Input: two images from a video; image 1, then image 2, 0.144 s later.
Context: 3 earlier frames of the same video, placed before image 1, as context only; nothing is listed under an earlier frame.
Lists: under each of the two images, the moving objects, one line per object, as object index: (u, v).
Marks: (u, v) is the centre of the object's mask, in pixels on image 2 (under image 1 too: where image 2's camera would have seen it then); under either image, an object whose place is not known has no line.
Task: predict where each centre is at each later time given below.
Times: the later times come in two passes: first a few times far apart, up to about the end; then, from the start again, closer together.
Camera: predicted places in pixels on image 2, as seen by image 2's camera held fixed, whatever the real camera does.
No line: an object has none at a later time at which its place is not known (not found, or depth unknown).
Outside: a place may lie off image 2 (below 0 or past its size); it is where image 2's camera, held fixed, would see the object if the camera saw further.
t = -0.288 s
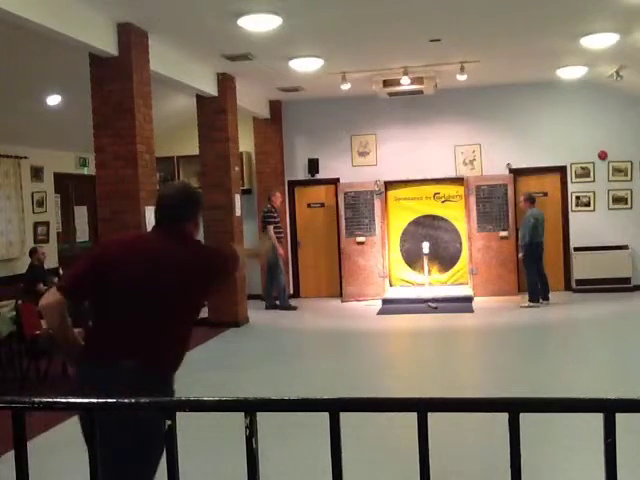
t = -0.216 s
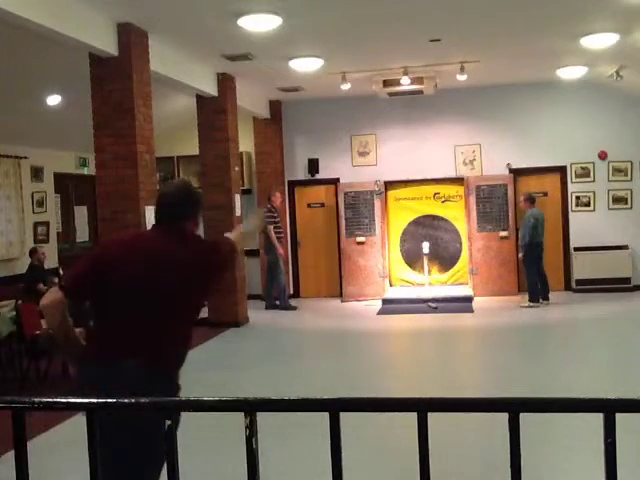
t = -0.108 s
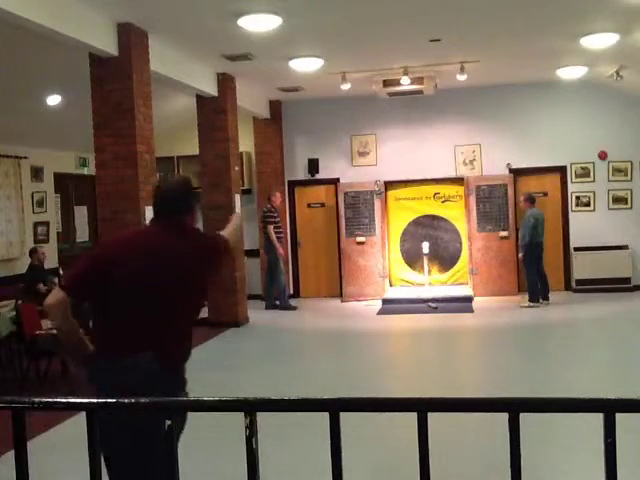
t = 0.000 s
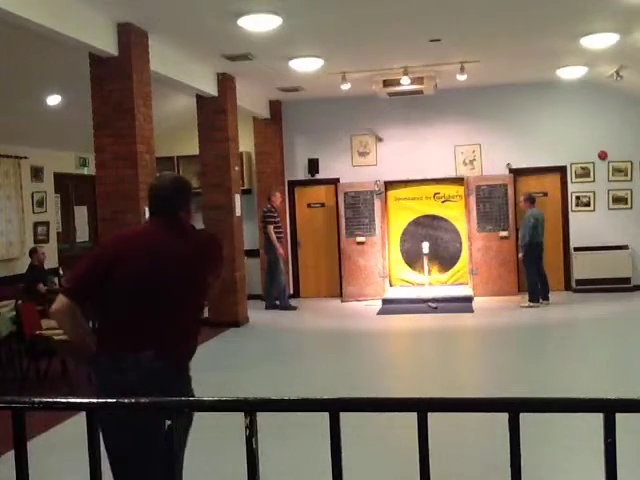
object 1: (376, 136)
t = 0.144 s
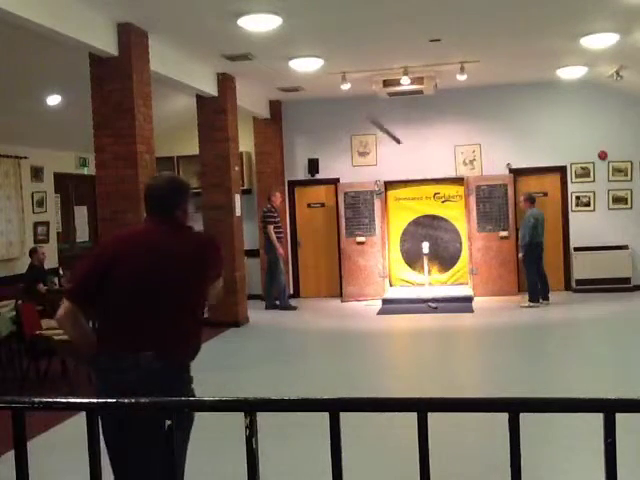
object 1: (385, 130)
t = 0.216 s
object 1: (392, 136)
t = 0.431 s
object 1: (406, 169)
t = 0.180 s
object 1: (387, 132)
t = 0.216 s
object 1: (392, 136)
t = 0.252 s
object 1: (395, 140)
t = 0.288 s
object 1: (398, 145)
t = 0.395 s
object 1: (406, 164)
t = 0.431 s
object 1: (406, 169)
